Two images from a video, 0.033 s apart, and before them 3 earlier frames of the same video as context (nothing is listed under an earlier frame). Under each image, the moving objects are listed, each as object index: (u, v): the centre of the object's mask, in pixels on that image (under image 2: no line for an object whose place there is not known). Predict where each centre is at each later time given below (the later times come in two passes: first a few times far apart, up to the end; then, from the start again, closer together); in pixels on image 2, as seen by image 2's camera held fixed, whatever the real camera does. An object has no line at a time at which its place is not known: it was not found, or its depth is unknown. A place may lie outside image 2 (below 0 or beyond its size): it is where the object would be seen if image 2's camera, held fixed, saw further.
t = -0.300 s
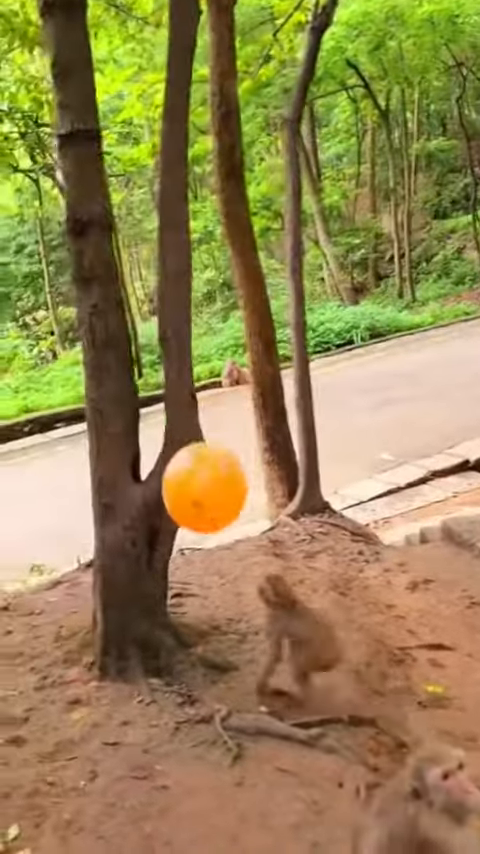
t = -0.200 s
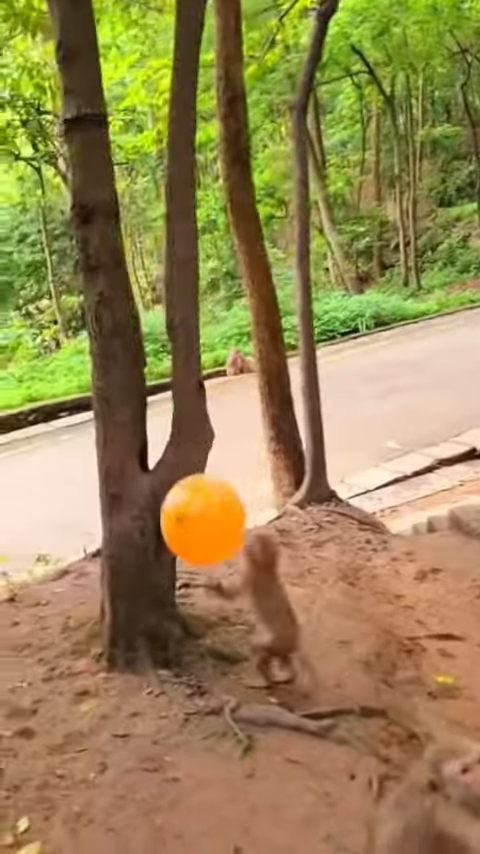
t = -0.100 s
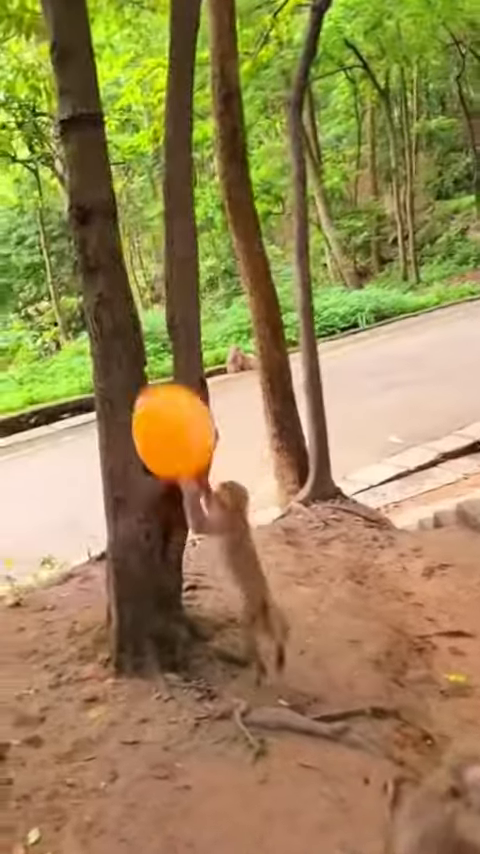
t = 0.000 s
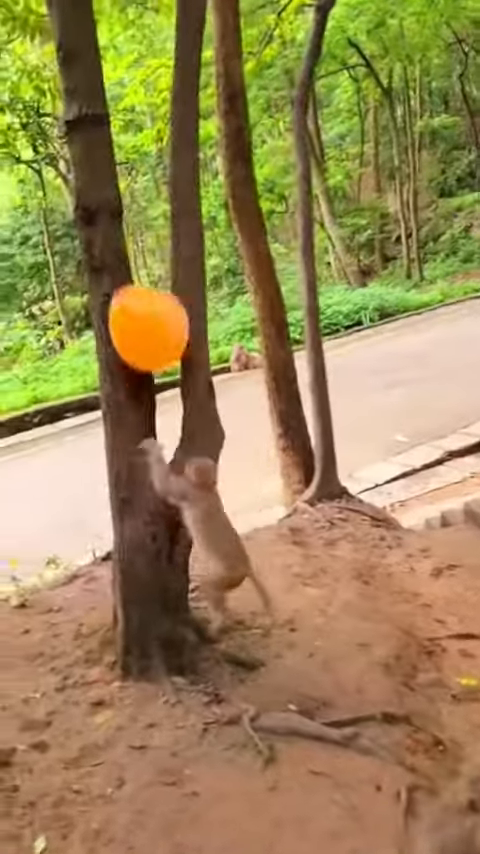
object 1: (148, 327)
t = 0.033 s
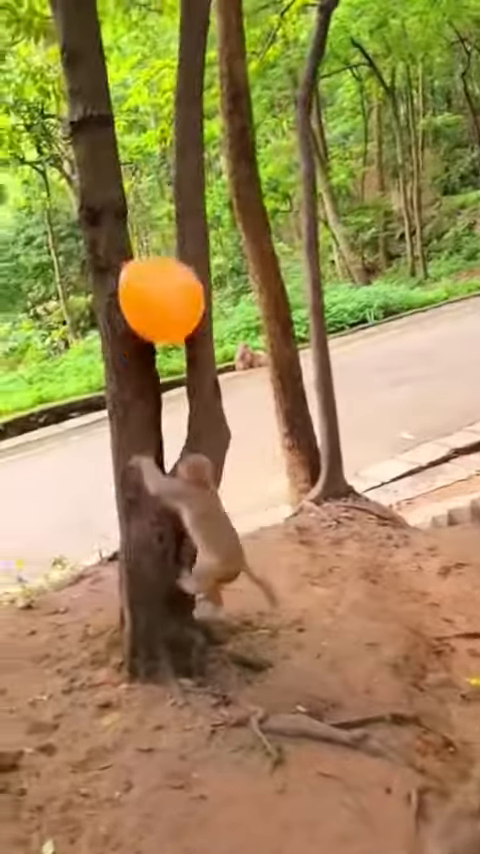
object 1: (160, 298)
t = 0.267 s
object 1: (227, 166)
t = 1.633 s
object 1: (434, 190)
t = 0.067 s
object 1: (168, 275)
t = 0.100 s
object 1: (179, 254)
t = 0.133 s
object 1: (190, 234)
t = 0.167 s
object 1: (199, 214)
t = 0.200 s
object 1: (209, 198)
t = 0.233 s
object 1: (218, 181)
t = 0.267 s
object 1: (227, 166)
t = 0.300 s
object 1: (237, 152)
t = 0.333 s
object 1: (247, 136)
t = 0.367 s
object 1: (256, 122)
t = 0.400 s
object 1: (264, 111)
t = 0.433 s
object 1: (271, 100)
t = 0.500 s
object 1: (288, 83)
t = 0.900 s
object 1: (366, 36)
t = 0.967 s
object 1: (375, 40)
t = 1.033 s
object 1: (384, 47)
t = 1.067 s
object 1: (389, 50)
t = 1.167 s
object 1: (400, 65)
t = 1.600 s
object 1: (431, 180)
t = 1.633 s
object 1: (434, 190)
